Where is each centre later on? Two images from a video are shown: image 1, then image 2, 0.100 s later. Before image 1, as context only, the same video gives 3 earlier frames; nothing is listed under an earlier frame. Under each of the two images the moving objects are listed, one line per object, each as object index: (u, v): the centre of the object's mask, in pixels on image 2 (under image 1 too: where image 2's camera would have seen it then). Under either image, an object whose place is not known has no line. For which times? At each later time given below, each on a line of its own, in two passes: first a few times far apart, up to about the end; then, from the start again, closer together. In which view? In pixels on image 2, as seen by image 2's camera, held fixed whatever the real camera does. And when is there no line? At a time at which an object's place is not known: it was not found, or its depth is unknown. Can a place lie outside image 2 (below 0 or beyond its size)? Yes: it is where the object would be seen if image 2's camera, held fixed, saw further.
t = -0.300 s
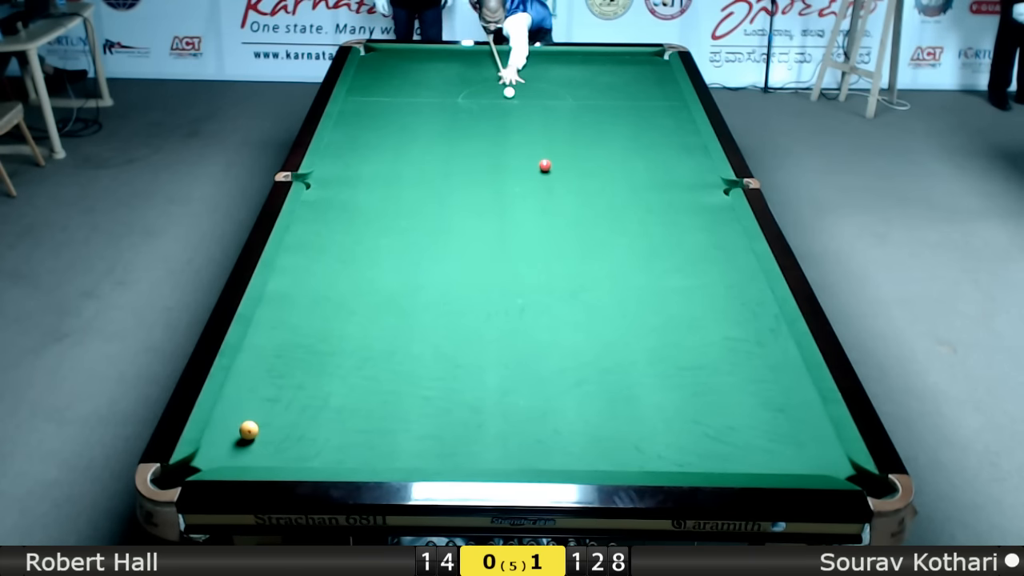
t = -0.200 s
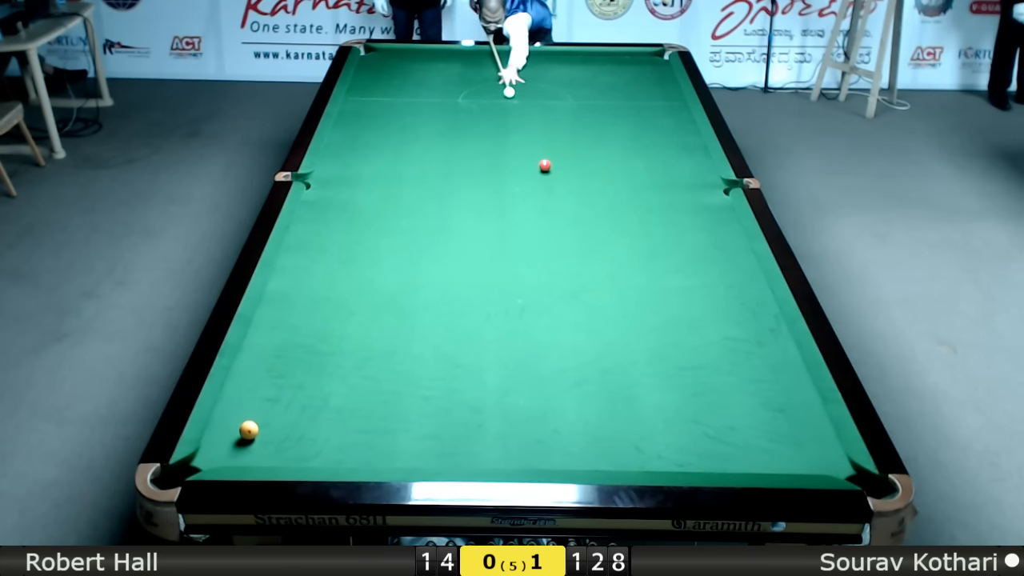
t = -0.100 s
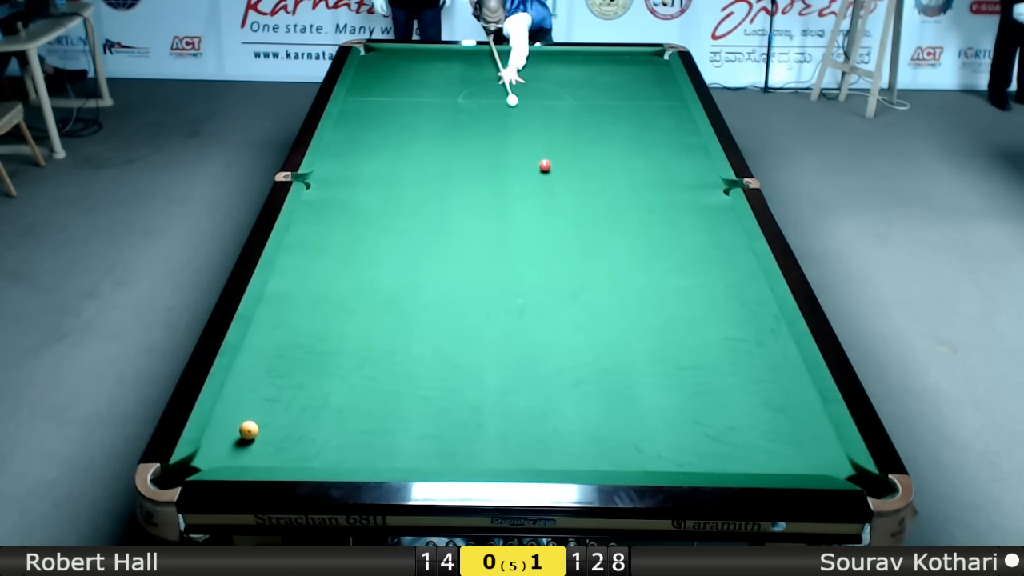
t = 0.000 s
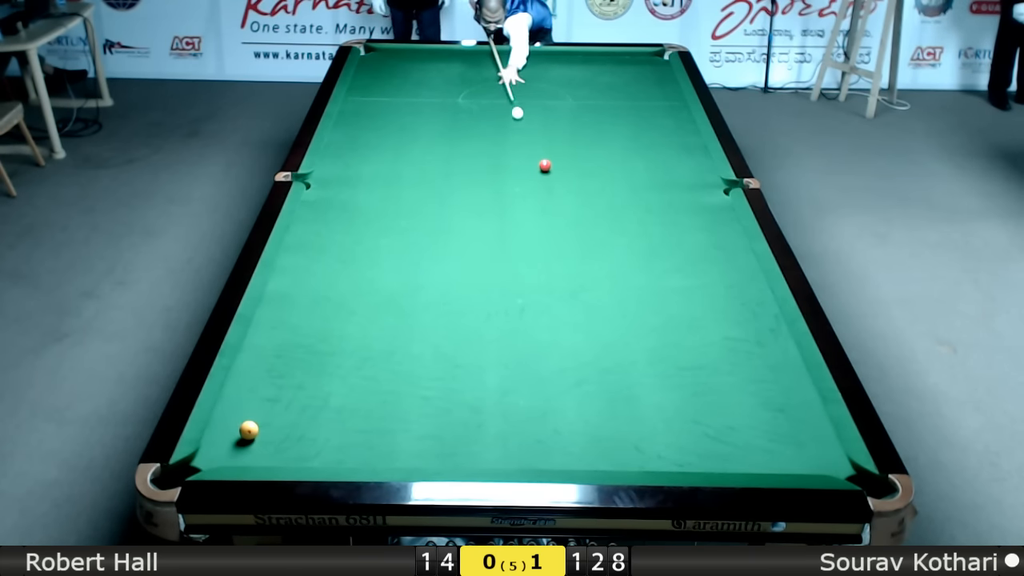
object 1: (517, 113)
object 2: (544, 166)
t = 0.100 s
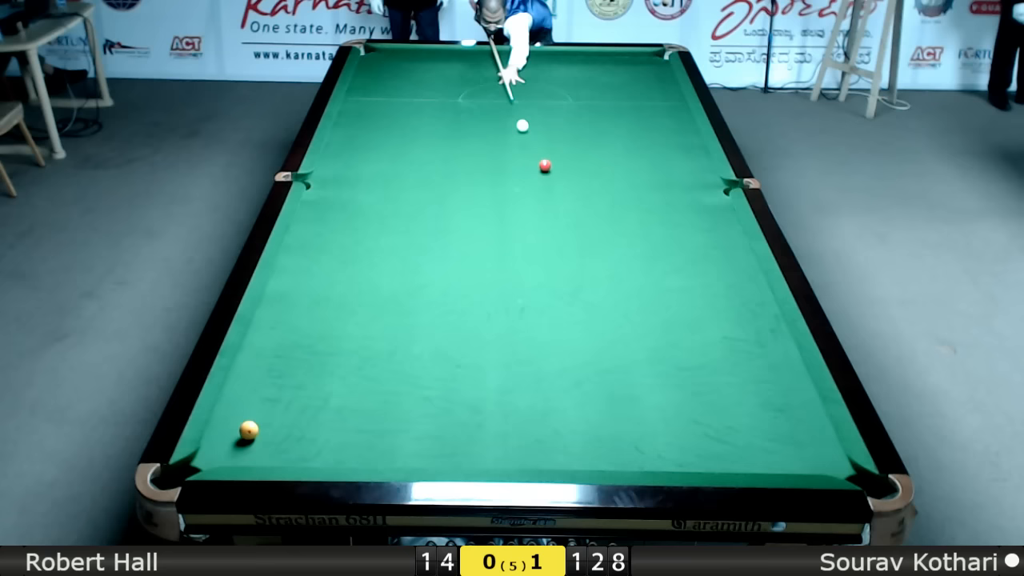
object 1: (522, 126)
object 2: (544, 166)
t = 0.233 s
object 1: (529, 143)
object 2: (544, 166)
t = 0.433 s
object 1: (528, 165)
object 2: (558, 173)
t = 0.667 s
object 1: (507, 182)
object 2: (591, 192)
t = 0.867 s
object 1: (490, 198)
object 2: (618, 207)
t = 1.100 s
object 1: (468, 216)
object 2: (651, 226)
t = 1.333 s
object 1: (446, 236)
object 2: (686, 245)
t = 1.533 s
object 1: (426, 254)
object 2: (717, 262)
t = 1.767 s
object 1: (401, 276)
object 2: (755, 283)
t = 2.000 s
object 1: (375, 298)
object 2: (753, 300)
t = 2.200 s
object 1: (352, 319)
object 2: (744, 315)
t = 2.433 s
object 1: (323, 344)
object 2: (734, 332)
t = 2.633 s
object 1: (298, 366)
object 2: (726, 346)
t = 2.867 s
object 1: (267, 394)
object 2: (715, 364)
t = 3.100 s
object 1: (234, 422)
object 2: (704, 381)
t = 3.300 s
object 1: (214, 446)
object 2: (695, 396)
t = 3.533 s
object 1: (216, 457)
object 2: (685, 413)
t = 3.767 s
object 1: (220, 443)
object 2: (674, 430)
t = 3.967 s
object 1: (222, 432)
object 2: (665, 445)
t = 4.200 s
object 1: (225, 420)
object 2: (655, 460)
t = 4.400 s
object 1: (227, 411)
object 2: (646, 462)
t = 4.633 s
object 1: (229, 401)
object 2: (636, 455)
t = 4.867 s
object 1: (232, 394)
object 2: (627, 448)
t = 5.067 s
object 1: (235, 388)
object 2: (620, 442)
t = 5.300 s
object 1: (238, 383)
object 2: (613, 437)
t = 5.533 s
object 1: (240, 378)
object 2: (608, 432)
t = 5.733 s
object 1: (242, 375)
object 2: (604, 429)
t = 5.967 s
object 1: (244, 372)
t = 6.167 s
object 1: (245, 371)
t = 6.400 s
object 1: (246, 371)
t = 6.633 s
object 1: (246, 370)
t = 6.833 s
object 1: (246, 370)
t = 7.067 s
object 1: (246, 370)
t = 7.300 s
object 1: (246, 371)
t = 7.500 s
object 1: (246, 371)
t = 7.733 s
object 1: (246, 371)
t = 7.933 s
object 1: (246, 370)
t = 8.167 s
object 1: (246, 370)
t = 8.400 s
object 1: (246, 371)
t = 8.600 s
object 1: (246, 371)
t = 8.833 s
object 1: (246, 371)
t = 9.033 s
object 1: (246, 371)
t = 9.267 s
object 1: (246, 371)
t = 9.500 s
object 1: (246, 371)
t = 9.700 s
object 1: (246, 371)
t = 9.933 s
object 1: (246, 371)
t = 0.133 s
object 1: (524, 130)
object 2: (544, 166)
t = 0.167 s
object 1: (526, 134)
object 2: (544, 166)
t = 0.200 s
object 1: (528, 139)
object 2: (544, 166)
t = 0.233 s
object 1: (529, 143)
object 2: (544, 166)
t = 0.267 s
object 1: (531, 148)
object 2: (545, 166)
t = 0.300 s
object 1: (533, 153)
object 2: (545, 166)
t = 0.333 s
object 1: (535, 158)
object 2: (545, 166)
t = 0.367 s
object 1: (535, 162)
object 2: (547, 167)
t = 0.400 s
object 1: (532, 164)
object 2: (552, 170)
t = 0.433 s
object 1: (528, 165)
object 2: (558, 173)
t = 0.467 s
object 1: (525, 168)
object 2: (563, 176)
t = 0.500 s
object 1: (521, 170)
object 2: (569, 179)
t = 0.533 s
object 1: (518, 172)
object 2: (573, 182)
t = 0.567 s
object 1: (516, 175)
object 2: (578, 185)
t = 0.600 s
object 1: (513, 177)
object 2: (582, 187)
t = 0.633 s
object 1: (510, 180)
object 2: (587, 190)
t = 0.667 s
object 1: (507, 182)
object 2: (591, 192)
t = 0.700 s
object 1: (504, 185)
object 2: (596, 195)
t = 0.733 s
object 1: (502, 187)
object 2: (600, 197)
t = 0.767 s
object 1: (498, 190)
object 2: (605, 200)
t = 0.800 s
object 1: (496, 192)
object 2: (609, 202)
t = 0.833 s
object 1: (493, 195)
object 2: (614, 205)
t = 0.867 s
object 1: (490, 198)
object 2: (618, 207)
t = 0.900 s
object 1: (487, 200)
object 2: (623, 210)
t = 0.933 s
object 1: (484, 203)
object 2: (628, 213)
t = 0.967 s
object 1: (481, 206)
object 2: (632, 215)
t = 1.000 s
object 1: (478, 208)
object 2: (637, 218)
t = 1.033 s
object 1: (474, 211)
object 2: (642, 220)
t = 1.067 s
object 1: (471, 214)
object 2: (647, 223)
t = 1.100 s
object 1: (468, 216)
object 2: (651, 226)
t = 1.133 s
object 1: (465, 219)
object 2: (656, 228)
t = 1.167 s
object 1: (462, 222)
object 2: (661, 231)
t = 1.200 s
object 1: (459, 225)
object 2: (666, 234)
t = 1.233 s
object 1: (456, 228)
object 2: (671, 236)
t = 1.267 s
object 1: (452, 231)
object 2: (676, 239)
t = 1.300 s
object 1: (449, 233)
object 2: (681, 242)
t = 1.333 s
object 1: (446, 236)
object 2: (686, 245)
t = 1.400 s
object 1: (439, 242)
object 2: (696, 250)
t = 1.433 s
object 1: (436, 245)
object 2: (701, 253)
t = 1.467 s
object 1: (432, 248)
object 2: (707, 256)
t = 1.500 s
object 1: (429, 251)
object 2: (712, 259)
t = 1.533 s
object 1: (426, 254)
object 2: (717, 262)
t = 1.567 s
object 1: (422, 257)
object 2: (722, 265)
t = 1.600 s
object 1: (419, 260)
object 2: (728, 268)
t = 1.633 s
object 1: (415, 263)
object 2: (733, 271)
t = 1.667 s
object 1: (412, 266)
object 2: (739, 274)
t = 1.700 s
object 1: (408, 269)
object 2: (744, 277)
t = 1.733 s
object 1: (404, 273)
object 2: (749, 280)
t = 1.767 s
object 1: (401, 276)
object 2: (755, 283)
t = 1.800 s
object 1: (397, 279)
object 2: (760, 286)
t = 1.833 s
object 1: (394, 282)
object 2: (761, 289)
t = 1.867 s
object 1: (390, 285)
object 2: (759, 291)
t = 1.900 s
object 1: (386, 289)
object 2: (757, 293)
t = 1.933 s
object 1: (383, 292)
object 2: (756, 295)
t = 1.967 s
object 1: (379, 295)
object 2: (754, 298)
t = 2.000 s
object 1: (375, 298)
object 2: (753, 300)
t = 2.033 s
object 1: (371, 302)
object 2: (751, 303)
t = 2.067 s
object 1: (367, 305)
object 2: (750, 305)
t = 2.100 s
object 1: (363, 309)
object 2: (749, 308)
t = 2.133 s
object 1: (359, 312)
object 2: (747, 310)
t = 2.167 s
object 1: (356, 316)
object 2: (746, 312)
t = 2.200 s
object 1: (352, 319)
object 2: (744, 315)
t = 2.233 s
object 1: (348, 323)
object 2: (743, 317)
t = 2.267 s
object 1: (344, 326)
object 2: (742, 319)
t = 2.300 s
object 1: (340, 330)
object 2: (740, 322)
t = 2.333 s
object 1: (336, 333)
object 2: (739, 324)
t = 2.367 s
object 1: (331, 337)
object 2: (737, 327)
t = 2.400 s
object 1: (328, 340)
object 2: (736, 329)
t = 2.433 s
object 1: (323, 344)
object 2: (734, 332)
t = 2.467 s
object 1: (319, 348)
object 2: (733, 334)
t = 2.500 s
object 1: (315, 351)
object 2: (731, 336)
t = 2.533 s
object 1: (311, 355)
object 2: (730, 339)
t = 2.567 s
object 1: (307, 359)
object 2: (728, 341)
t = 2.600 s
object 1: (302, 363)
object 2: (727, 344)
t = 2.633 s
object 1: (298, 366)
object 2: (726, 346)
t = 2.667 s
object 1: (294, 370)
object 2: (724, 349)
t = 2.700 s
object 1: (289, 374)
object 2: (722, 351)
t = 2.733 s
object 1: (285, 378)
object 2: (721, 354)
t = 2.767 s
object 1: (281, 382)
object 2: (719, 356)
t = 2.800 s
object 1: (276, 386)
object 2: (718, 359)
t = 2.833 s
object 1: (272, 390)
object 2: (717, 361)
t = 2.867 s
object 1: (267, 394)
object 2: (715, 364)
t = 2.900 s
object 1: (263, 397)
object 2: (714, 366)
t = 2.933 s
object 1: (258, 401)
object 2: (712, 369)
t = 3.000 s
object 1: (249, 409)
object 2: (709, 374)
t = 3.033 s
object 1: (244, 413)
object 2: (708, 376)
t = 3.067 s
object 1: (239, 417)
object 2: (706, 378)
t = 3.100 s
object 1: (234, 422)
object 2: (704, 381)
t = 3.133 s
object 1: (229, 426)
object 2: (703, 383)
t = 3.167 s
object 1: (225, 431)
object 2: (702, 386)
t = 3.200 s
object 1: (220, 435)
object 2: (700, 388)
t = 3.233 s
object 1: (215, 439)
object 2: (698, 391)
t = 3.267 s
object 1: (213, 443)
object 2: (697, 393)
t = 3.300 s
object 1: (214, 446)
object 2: (695, 396)
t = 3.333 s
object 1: (214, 450)
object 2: (694, 398)
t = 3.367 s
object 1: (214, 454)
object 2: (692, 401)
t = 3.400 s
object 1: (214, 457)
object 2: (691, 403)
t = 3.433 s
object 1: (215, 459)
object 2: (689, 406)
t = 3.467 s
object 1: (215, 461)
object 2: (688, 408)
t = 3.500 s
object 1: (216, 459)
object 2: (687, 411)
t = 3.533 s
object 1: (216, 457)
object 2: (685, 413)
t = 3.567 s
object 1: (217, 456)
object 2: (683, 415)
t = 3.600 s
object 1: (217, 454)
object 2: (682, 418)
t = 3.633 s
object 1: (218, 451)
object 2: (680, 420)
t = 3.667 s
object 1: (218, 449)
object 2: (679, 423)
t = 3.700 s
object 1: (219, 447)
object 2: (677, 425)
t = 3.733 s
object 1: (219, 445)
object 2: (676, 428)
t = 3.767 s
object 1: (220, 443)
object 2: (674, 430)
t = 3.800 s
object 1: (220, 441)
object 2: (673, 433)
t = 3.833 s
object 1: (220, 439)
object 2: (671, 435)
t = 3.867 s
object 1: (221, 437)
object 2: (670, 437)
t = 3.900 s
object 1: (221, 435)
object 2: (668, 440)
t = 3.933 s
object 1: (222, 433)
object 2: (667, 442)
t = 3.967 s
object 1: (222, 432)
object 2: (665, 445)
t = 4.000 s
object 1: (222, 430)
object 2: (664, 447)
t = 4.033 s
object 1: (223, 428)
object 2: (663, 450)
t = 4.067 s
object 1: (223, 426)
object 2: (661, 452)
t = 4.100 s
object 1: (224, 425)
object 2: (660, 454)
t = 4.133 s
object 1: (224, 423)
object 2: (658, 456)
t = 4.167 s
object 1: (225, 421)
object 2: (657, 458)
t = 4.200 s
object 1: (225, 420)
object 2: (655, 460)
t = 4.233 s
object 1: (225, 418)
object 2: (654, 461)
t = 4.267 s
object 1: (226, 417)
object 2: (652, 463)
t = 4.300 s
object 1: (226, 415)
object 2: (651, 464)
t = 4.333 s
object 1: (226, 413)
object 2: (649, 464)
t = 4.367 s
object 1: (227, 412)
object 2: (648, 463)
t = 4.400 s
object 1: (227, 411)
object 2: (646, 462)
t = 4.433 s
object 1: (227, 409)
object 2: (644, 461)
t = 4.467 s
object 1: (228, 408)
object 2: (643, 461)
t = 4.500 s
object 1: (228, 406)
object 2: (641, 460)
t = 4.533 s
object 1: (228, 405)
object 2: (640, 459)
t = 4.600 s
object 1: (228, 404)
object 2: (639, 458)
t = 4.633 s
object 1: (229, 401)
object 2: (636, 455)
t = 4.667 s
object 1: (229, 400)
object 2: (634, 454)
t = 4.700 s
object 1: (230, 399)
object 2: (633, 453)
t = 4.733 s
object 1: (230, 398)
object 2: (632, 452)
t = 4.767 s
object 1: (230, 397)
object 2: (630, 451)
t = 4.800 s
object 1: (231, 396)
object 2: (629, 450)
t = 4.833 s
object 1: (231, 395)
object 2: (628, 449)
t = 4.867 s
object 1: (232, 394)
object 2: (627, 448)
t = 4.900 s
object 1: (232, 393)
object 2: (626, 447)
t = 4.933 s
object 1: (233, 392)
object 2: (624, 446)
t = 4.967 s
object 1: (233, 391)
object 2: (623, 445)
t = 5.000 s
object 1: (234, 390)
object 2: (622, 444)
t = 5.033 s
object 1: (234, 389)
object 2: (621, 443)
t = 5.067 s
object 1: (235, 388)
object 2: (620, 442)
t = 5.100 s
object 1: (235, 387)
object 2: (619, 442)
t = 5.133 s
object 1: (236, 386)
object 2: (618, 441)
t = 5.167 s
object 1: (236, 385)
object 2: (617, 440)
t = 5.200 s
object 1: (237, 385)
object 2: (616, 439)
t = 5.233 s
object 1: (237, 384)
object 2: (615, 438)
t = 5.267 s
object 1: (237, 383)
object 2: (614, 438)
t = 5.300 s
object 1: (238, 383)
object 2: (613, 437)
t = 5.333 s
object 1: (238, 382)
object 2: (612, 436)
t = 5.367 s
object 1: (239, 381)
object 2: (612, 435)
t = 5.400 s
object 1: (239, 381)
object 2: (611, 435)
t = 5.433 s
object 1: (239, 380)
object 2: (610, 434)
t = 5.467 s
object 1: (240, 379)
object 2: (609, 434)
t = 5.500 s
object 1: (240, 379)
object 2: (609, 433)
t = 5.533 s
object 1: (240, 378)
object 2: (608, 432)
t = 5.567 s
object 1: (241, 377)
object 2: (607, 432)
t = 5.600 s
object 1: (241, 377)
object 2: (607, 431)
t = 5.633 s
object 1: (241, 376)
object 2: (606, 431)
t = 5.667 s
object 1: (242, 376)
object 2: (605, 430)
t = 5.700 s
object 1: (242, 376)
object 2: (605, 430)
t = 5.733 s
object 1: (242, 375)
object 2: (604, 429)
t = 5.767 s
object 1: (242, 375)
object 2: (604, 429)
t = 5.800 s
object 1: (243, 374)
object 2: (603, 428)
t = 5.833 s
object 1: (243, 374)
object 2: (603, 428)
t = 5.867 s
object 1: (243, 373)
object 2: (602, 428)
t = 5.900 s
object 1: (244, 373)
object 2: (602, 427)
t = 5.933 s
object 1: (244, 373)
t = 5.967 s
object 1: (244, 372)
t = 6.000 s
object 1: (244, 372)
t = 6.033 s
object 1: (245, 372)
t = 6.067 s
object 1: (245, 372)
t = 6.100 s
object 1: (245, 372)
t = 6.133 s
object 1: (245, 371)
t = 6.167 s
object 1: (245, 371)
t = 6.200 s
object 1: (245, 371)
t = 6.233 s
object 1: (245, 371)
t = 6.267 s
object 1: (246, 371)
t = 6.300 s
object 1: (246, 371)
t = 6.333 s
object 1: (246, 371)
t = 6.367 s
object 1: (246, 371)
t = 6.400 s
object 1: (246, 371)
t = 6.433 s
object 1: (246, 370)
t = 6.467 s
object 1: (246, 370)
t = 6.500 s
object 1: (246, 370)
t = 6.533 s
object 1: (246, 370)
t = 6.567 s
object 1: (246, 370)
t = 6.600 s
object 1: (246, 370)
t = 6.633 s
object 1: (246, 370)
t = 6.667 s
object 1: (246, 370)
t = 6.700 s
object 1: (246, 370)
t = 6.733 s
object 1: (246, 370)
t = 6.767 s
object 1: (246, 370)
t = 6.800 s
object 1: (246, 370)
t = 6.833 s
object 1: (246, 370)
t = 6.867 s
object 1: (246, 370)
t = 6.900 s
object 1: (246, 370)
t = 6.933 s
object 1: (246, 370)
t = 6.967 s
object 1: (246, 370)
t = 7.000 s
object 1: (246, 370)
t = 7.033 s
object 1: (246, 370)
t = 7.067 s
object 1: (246, 370)
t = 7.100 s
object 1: (246, 371)
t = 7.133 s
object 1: (246, 371)
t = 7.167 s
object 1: (246, 371)
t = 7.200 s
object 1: (246, 371)
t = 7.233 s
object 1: (246, 371)
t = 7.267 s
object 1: (246, 371)
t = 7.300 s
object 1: (246, 371)
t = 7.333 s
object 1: (246, 371)
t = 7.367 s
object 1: (246, 371)
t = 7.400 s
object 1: (246, 371)
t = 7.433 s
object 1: (246, 371)
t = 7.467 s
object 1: (246, 371)
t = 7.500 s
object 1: (246, 371)
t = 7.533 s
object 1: (246, 371)
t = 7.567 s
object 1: (246, 371)
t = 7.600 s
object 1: (246, 371)
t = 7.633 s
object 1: (246, 371)
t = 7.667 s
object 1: (246, 371)
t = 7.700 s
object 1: (246, 371)
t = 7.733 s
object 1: (246, 371)
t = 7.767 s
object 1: (246, 371)
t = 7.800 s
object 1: (246, 371)
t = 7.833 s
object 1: (246, 371)
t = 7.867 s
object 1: (246, 371)
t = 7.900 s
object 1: (246, 371)
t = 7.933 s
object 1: (246, 370)
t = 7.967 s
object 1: (246, 371)
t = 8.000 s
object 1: (246, 371)
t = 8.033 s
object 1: (246, 371)
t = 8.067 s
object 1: (246, 371)
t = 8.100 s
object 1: (246, 370)
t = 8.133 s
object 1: (246, 370)
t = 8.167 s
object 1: (246, 370)
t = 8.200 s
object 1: (246, 370)
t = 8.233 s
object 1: (246, 370)
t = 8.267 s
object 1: (246, 371)
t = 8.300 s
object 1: (246, 371)
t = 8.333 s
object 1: (246, 371)
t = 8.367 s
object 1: (246, 371)
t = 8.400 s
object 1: (246, 371)
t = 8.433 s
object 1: (246, 371)
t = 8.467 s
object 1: (246, 371)
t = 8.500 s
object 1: (246, 371)
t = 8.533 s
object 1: (246, 371)
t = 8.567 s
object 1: (246, 371)
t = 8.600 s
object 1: (246, 371)
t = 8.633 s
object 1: (246, 371)
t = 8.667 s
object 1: (246, 371)
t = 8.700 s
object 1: (246, 371)
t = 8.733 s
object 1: (246, 371)
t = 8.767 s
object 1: (246, 371)
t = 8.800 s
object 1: (246, 371)
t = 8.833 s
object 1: (246, 371)
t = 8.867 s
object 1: (246, 371)
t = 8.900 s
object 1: (246, 371)
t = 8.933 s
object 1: (246, 371)
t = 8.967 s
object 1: (246, 371)
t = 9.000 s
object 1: (246, 371)
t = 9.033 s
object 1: (246, 371)
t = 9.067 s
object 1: (246, 371)
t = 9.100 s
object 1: (246, 371)
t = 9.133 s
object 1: (246, 371)
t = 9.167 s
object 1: (246, 371)
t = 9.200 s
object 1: (246, 371)
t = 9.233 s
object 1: (246, 370)
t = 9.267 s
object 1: (246, 371)
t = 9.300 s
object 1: (246, 371)
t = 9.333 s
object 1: (246, 371)
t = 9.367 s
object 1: (246, 371)
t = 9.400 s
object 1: (246, 371)
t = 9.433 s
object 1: (246, 371)
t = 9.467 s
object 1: (246, 371)
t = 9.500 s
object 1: (246, 371)
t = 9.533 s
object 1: (246, 371)
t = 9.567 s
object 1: (246, 371)
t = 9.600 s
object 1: (246, 371)
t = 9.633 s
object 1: (246, 371)
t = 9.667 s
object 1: (246, 371)
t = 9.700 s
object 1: (246, 371)
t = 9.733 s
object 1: (246, 371)
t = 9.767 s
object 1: (246, 371)
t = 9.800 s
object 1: (246, 371)
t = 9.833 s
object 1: (246, 371)
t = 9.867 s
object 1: (246, 371)
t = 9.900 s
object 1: (246, 371)
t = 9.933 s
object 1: (246, 371)
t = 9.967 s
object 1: (246, 371)
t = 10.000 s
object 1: (246, 371)
